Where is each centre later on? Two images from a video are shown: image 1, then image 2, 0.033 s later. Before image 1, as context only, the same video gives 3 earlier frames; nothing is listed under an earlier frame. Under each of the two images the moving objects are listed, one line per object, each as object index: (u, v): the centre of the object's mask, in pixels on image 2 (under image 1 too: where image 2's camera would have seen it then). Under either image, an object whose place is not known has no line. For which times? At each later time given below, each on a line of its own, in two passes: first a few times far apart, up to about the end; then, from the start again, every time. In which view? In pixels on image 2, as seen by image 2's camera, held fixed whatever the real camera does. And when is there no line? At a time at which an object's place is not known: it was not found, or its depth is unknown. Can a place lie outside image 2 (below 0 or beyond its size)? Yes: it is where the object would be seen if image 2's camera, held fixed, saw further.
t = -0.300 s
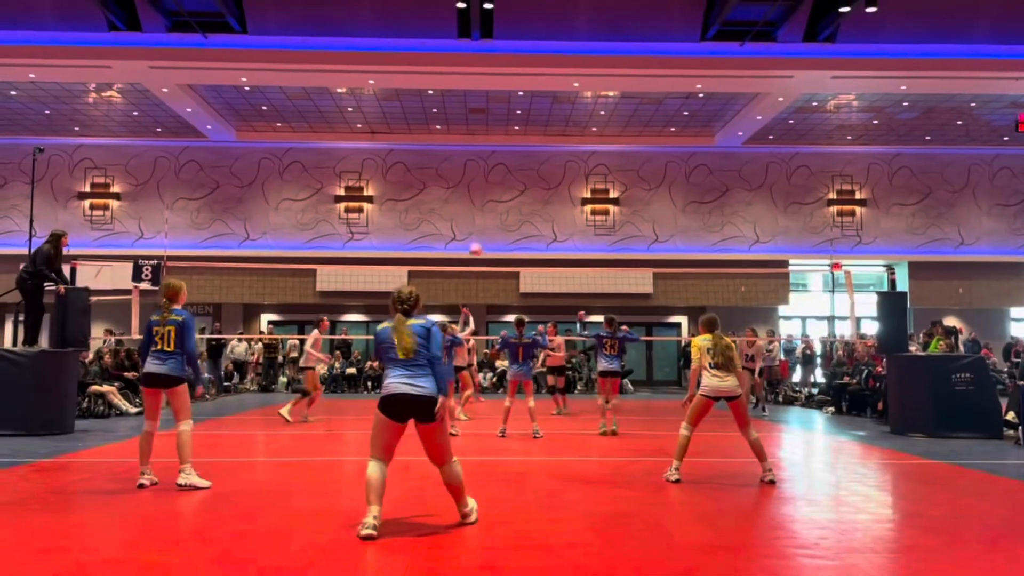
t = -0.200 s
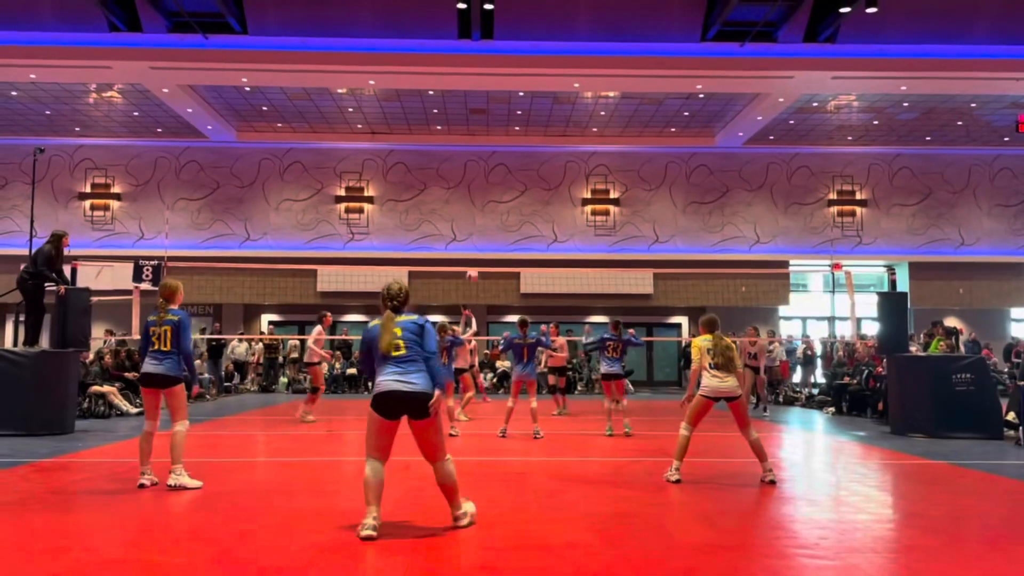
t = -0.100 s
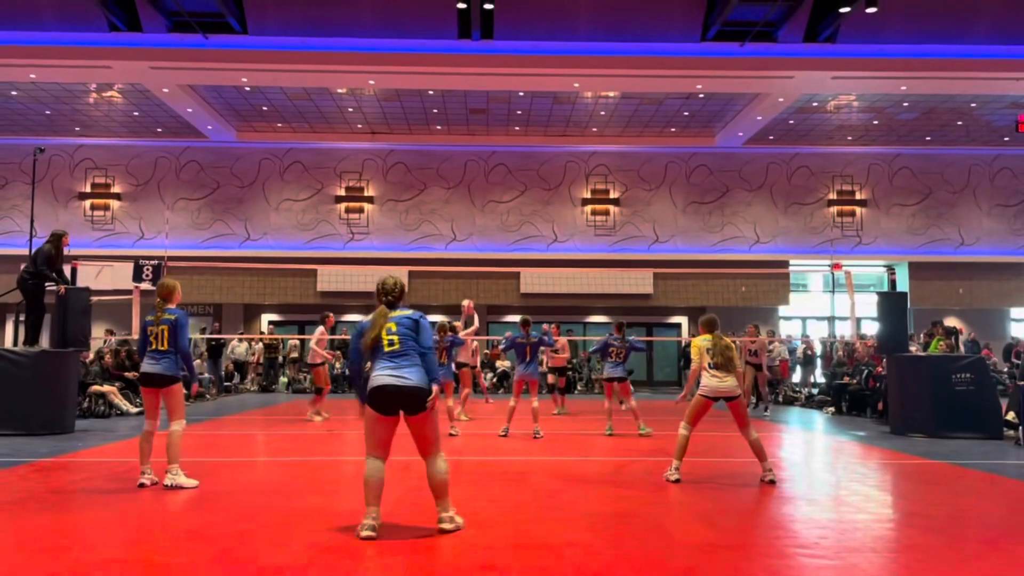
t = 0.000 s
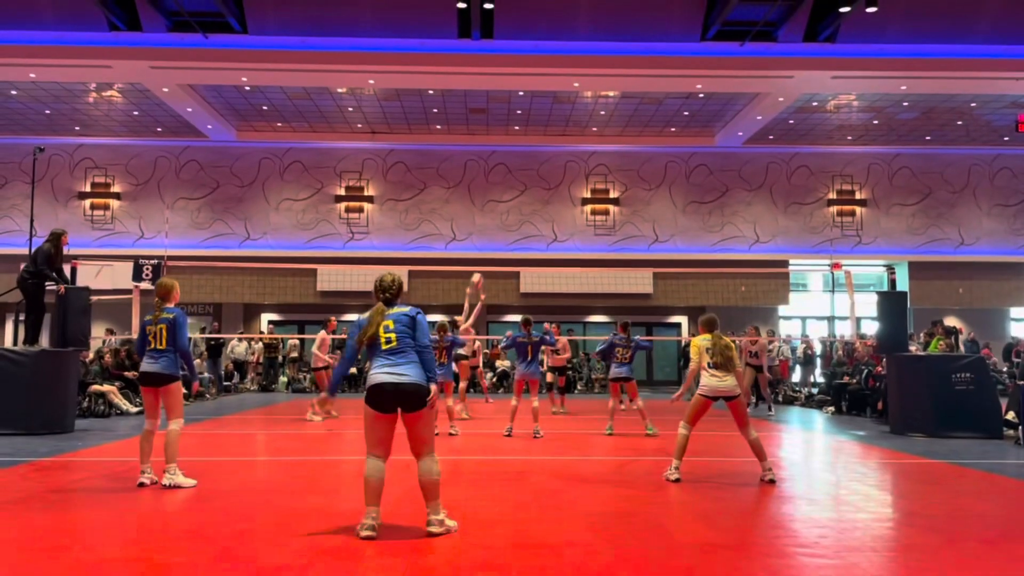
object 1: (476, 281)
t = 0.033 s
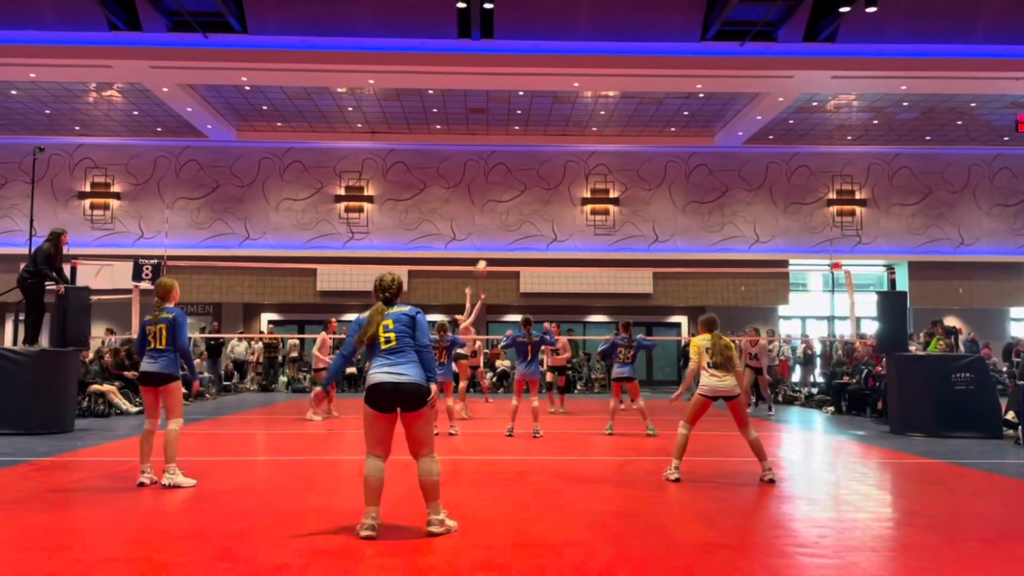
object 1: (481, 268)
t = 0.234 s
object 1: (513, 209)
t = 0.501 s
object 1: (554, 169)
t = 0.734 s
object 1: (590, 170)
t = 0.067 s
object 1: (487, 257)
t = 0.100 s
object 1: (492, 244)
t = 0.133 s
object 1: (497, 235)
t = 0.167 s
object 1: (502, 225)
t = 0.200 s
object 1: (507, 217)
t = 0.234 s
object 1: (513, 209)
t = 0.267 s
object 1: (519, 201)
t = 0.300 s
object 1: (524, 195)
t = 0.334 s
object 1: (528, 189)
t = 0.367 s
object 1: (534, 183)
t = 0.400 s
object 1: (539, 178)
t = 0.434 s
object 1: (544, 175)
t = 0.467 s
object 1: (550, 172)
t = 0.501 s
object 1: (554, 169)
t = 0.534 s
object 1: (560, 167)
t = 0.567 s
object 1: (565, 166)
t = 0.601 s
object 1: (570, 165)
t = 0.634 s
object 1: (575, 166)
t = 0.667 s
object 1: (580, 166)
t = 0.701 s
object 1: (585, 168)
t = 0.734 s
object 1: (590, 170)
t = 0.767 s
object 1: (596, 172)
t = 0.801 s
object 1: (601, 176)
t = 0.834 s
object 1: (605, 180)
